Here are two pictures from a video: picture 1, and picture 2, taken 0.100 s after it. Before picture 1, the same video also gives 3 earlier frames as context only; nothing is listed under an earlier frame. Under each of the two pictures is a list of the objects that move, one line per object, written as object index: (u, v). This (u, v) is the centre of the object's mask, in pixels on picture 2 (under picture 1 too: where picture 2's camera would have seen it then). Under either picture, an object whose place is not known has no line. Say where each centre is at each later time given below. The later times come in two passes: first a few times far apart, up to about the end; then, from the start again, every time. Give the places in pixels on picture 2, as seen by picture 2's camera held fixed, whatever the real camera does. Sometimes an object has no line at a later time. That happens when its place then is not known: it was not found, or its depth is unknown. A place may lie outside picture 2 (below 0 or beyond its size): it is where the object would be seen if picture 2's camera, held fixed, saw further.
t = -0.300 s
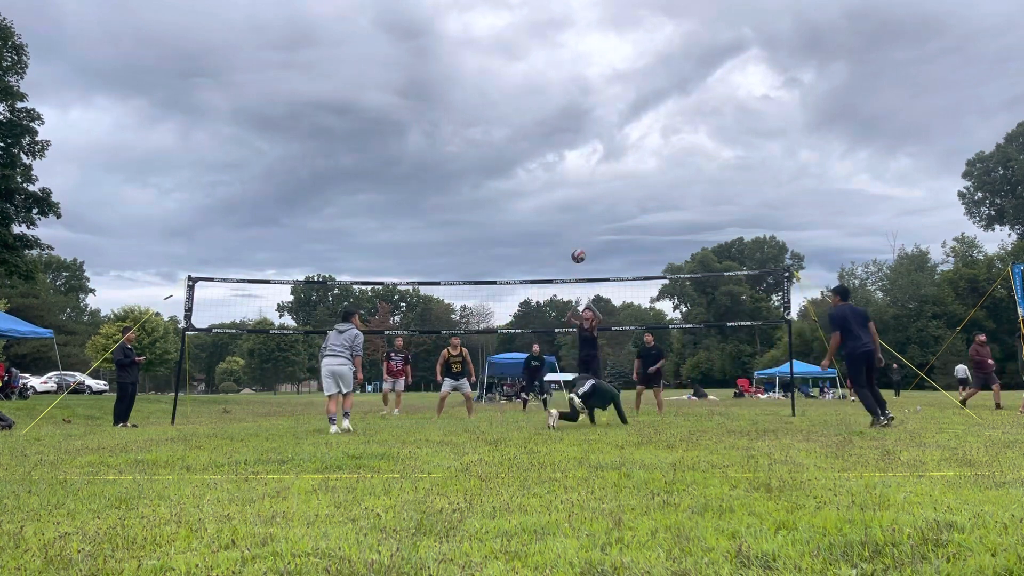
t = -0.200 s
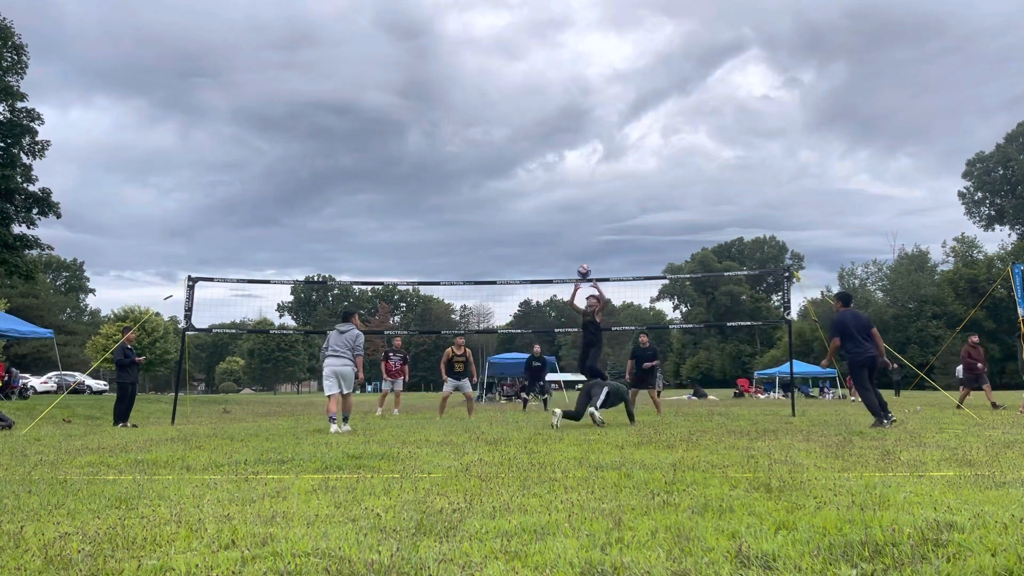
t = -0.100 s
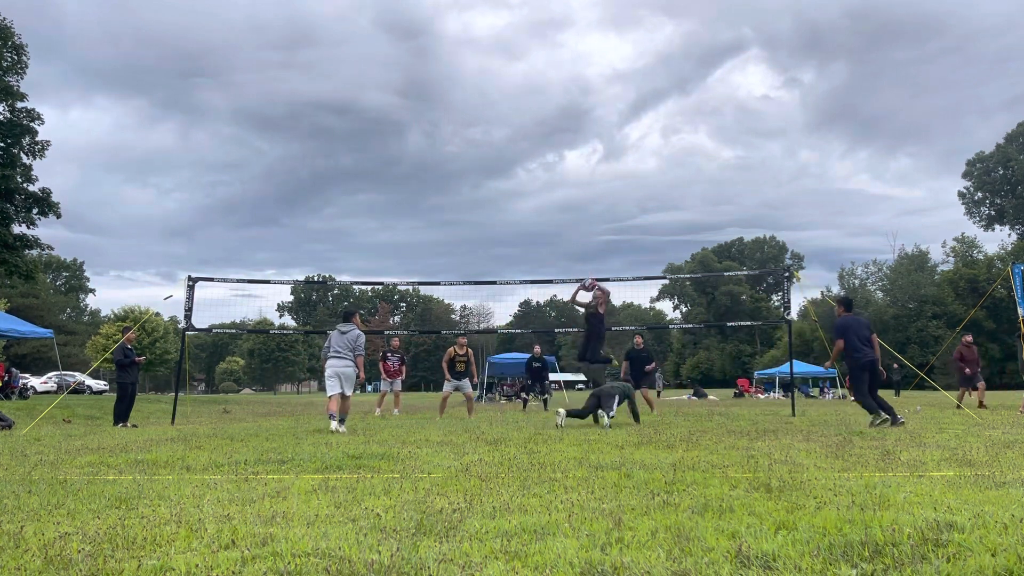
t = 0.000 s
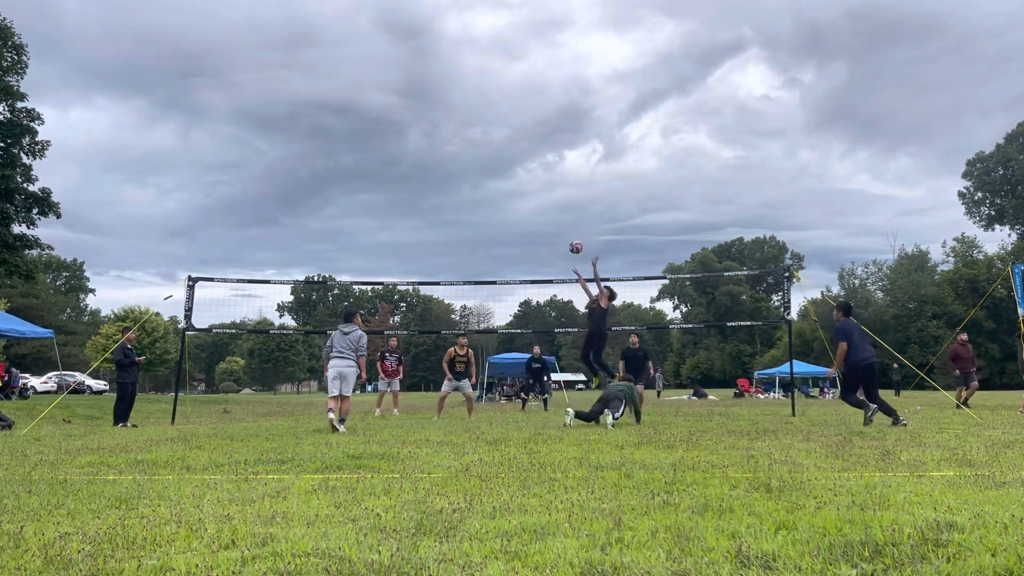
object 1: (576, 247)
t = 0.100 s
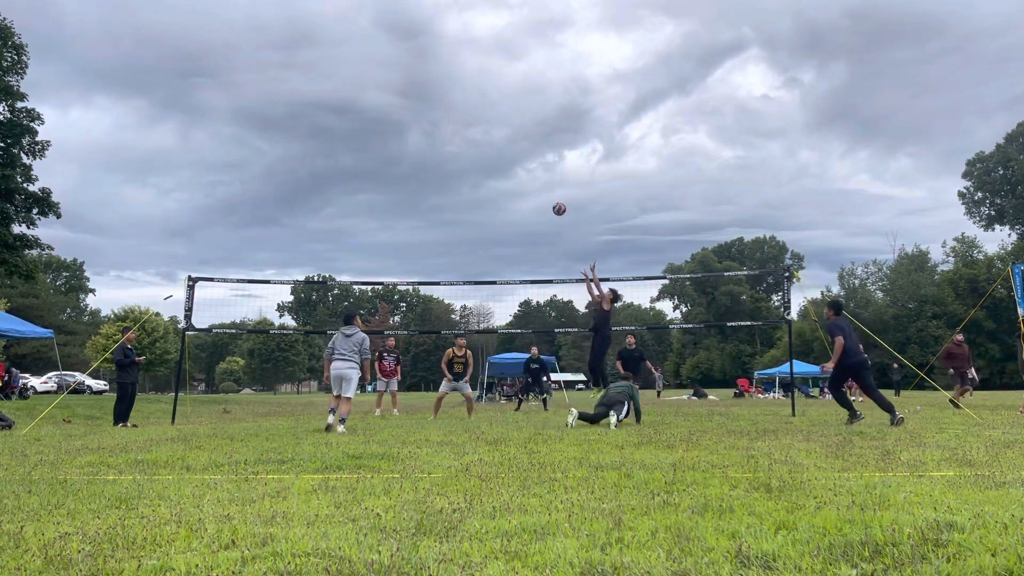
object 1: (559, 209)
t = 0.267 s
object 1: (533, 159)
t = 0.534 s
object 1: (494, 116)
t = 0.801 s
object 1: (456, 118)
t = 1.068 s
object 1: (420, 164)
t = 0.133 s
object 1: (554, 198)
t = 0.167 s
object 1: (548, 187)
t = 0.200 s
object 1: (543, 177)
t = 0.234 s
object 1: (538, 168)
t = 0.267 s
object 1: (533, 159)
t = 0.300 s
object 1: (528, 151)
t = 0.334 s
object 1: (523, 144)
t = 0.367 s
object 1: (518, 138)
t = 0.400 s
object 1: (513, 132)
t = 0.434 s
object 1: (508, 127)
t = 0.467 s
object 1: (503, 123)
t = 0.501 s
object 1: (499, 119)
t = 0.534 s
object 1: (494, 116)
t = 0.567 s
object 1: (489, 114)
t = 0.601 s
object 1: (484, 113)
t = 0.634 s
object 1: (479, 112)
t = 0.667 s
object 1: (475, 112)
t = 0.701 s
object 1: (470, 112)
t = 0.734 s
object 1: (465, 114)
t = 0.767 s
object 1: (461, 115)
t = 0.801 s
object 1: (456, 118)
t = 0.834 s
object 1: (452, 122)
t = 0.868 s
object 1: (447, 126)
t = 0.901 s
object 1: (442, 130)
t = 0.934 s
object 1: (438, 136)
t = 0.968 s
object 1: (433, 142)
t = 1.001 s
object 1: (429, 148)
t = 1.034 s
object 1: (424, 156)
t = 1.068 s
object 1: (420, 164)
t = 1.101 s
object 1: (415, 173)
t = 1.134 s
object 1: (411, 182)
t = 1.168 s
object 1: (406, 192)
